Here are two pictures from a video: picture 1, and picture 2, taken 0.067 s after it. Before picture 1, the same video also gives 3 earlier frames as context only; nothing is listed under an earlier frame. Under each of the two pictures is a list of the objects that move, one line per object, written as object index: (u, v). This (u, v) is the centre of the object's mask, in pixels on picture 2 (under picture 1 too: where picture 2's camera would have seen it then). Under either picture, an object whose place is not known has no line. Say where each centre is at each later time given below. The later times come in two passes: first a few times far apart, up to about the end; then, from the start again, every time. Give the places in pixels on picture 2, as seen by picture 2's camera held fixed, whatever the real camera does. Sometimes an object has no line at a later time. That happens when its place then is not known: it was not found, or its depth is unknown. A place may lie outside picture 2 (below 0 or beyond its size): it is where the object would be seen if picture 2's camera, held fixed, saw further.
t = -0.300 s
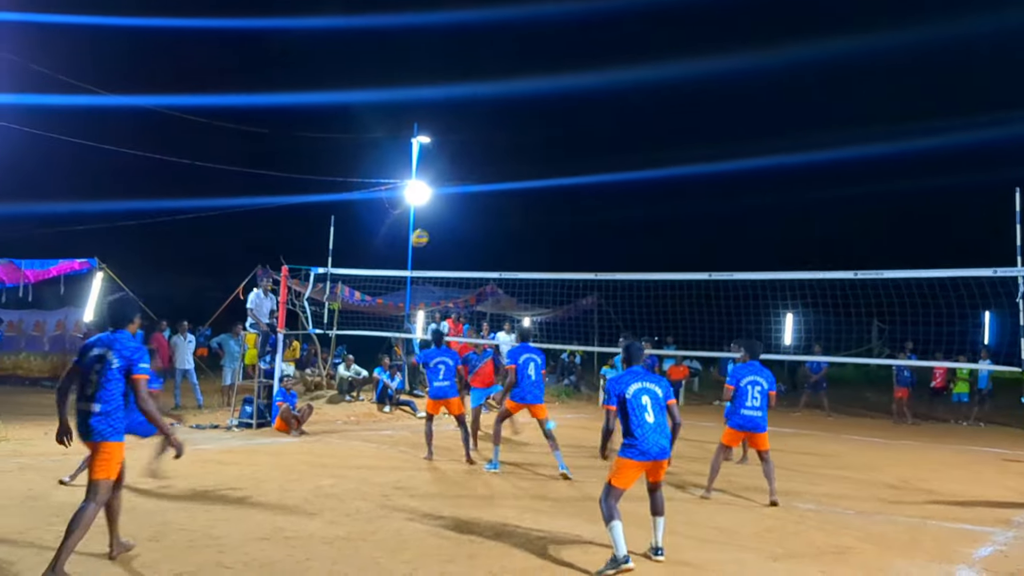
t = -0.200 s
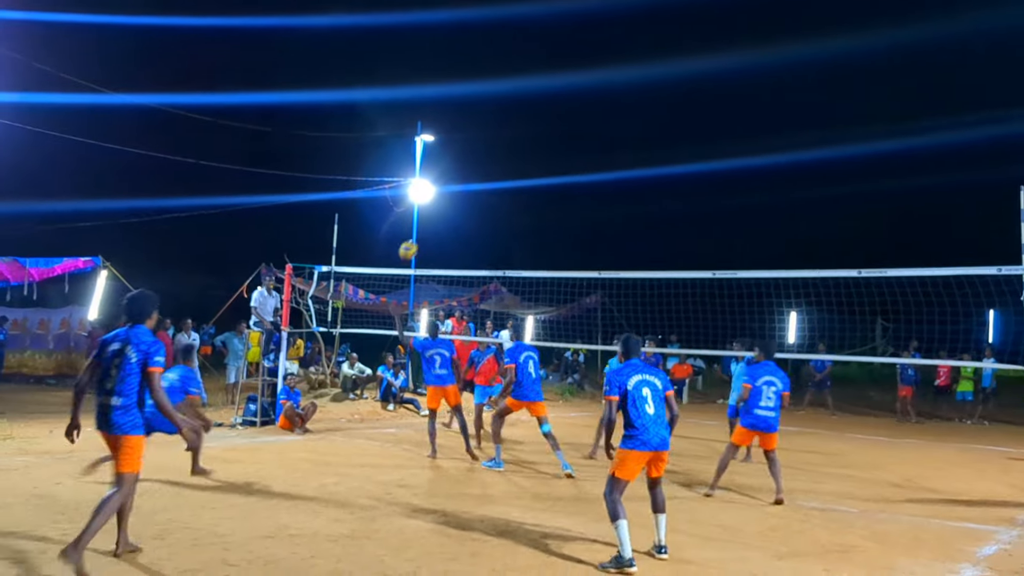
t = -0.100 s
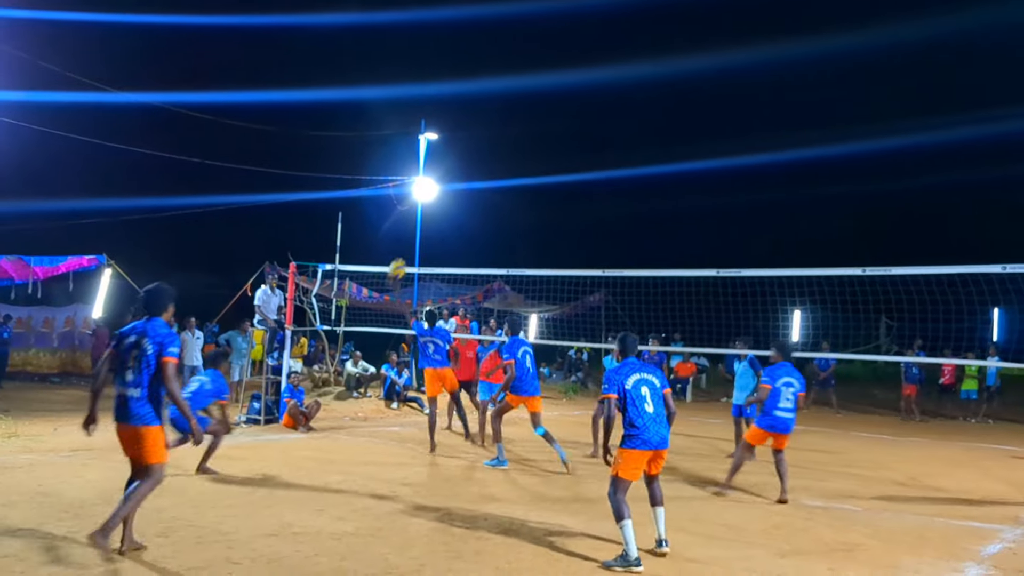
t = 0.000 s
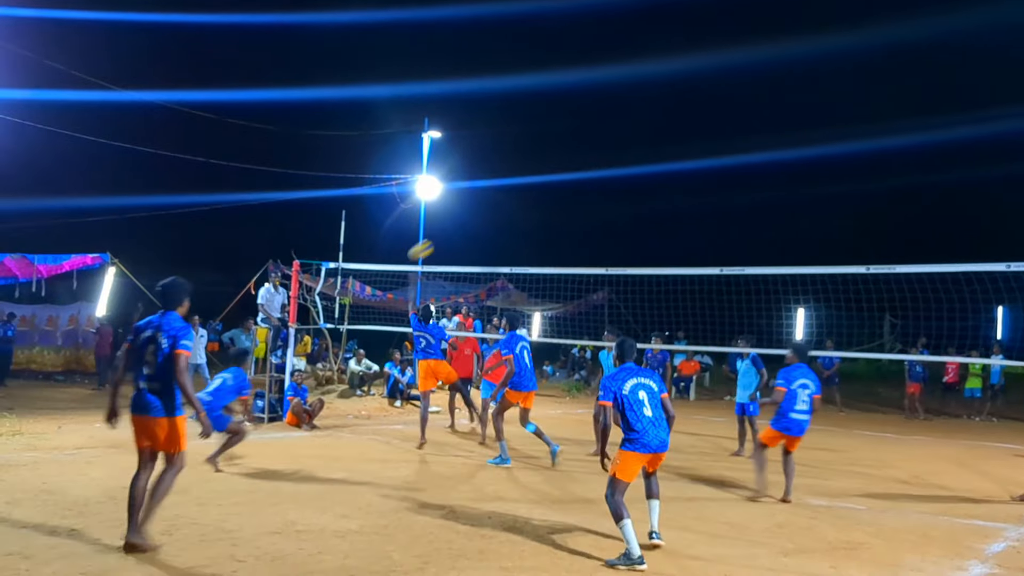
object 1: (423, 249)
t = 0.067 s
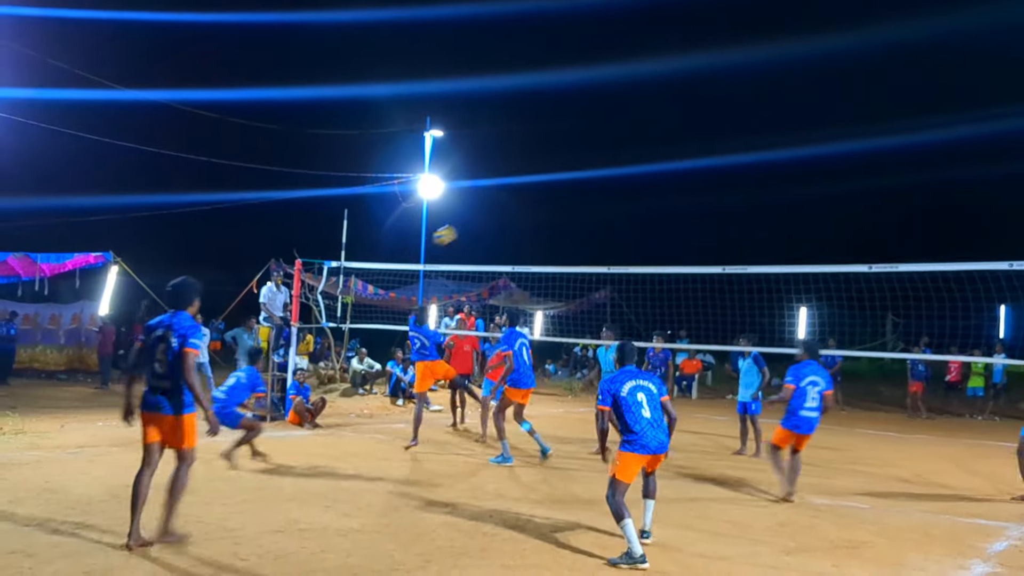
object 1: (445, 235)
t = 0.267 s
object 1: (503, 215)
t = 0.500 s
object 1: (556, 227)
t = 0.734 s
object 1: (599, 262)
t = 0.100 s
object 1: (455, 230)
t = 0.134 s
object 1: (465, 225)
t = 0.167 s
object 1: (475, 222)
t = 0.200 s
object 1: (484, 219)
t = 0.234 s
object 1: (494, 217)
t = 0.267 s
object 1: (503, 215)
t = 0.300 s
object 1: (511, 215)
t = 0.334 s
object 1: (519, 216)
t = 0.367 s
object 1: (527, 217)
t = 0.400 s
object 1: (535, 218)
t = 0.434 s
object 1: (542, 221)
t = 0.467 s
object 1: (549, 224)
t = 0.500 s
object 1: (556, 227)
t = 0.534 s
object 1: (563, 231)
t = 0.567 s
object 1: (570, 235)
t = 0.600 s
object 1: (576, 240)
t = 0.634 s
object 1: (582, 246)
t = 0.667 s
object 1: (588, 253)
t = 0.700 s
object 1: (594, 258)
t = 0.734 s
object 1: (599, 262)
